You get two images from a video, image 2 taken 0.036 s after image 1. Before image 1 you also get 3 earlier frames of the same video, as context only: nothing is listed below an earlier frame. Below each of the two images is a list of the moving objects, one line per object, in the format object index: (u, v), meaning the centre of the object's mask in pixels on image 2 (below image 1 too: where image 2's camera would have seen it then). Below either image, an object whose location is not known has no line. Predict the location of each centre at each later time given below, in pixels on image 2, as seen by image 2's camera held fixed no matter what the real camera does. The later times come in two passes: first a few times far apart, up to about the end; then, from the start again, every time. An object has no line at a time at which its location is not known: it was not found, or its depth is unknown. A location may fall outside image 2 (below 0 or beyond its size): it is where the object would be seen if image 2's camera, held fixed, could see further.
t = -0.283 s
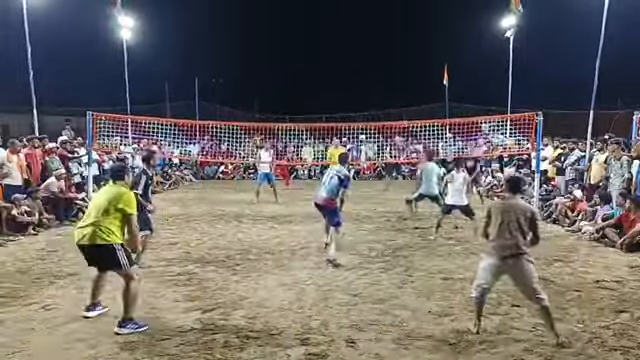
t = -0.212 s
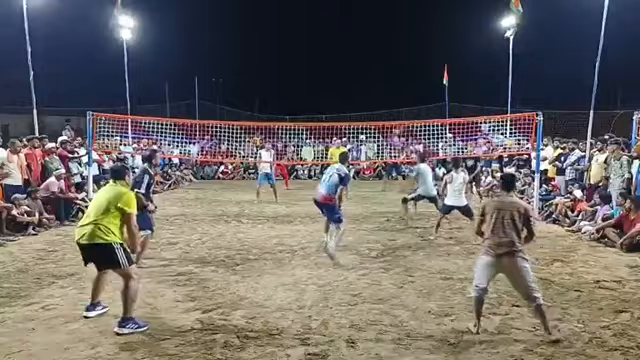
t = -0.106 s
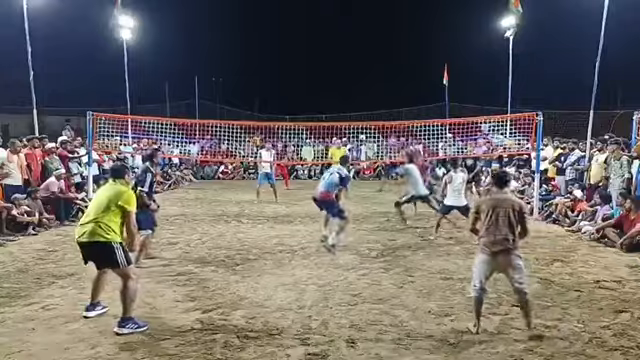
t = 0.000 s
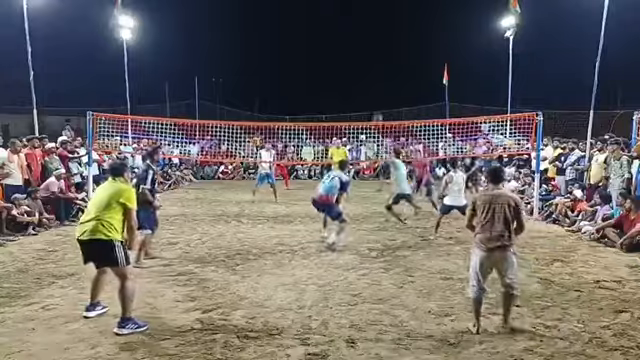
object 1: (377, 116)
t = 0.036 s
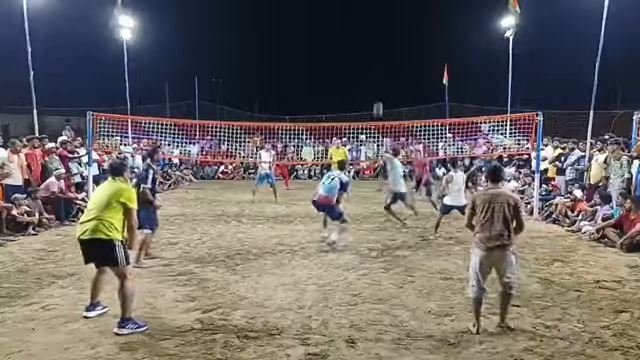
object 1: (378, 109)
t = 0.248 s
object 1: (378, 54)
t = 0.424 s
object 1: (379, 22)
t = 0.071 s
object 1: (378, 99)
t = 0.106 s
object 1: (378, 88)
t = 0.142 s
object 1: (378, 78)
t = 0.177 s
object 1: (378, 70)
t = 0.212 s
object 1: (378, 62)
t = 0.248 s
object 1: (378, 54)
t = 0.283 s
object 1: (379, 46)
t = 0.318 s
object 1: (379, 39)
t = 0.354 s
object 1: (379, 33)
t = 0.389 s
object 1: (379, 27)
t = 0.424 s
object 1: (379, 22)
